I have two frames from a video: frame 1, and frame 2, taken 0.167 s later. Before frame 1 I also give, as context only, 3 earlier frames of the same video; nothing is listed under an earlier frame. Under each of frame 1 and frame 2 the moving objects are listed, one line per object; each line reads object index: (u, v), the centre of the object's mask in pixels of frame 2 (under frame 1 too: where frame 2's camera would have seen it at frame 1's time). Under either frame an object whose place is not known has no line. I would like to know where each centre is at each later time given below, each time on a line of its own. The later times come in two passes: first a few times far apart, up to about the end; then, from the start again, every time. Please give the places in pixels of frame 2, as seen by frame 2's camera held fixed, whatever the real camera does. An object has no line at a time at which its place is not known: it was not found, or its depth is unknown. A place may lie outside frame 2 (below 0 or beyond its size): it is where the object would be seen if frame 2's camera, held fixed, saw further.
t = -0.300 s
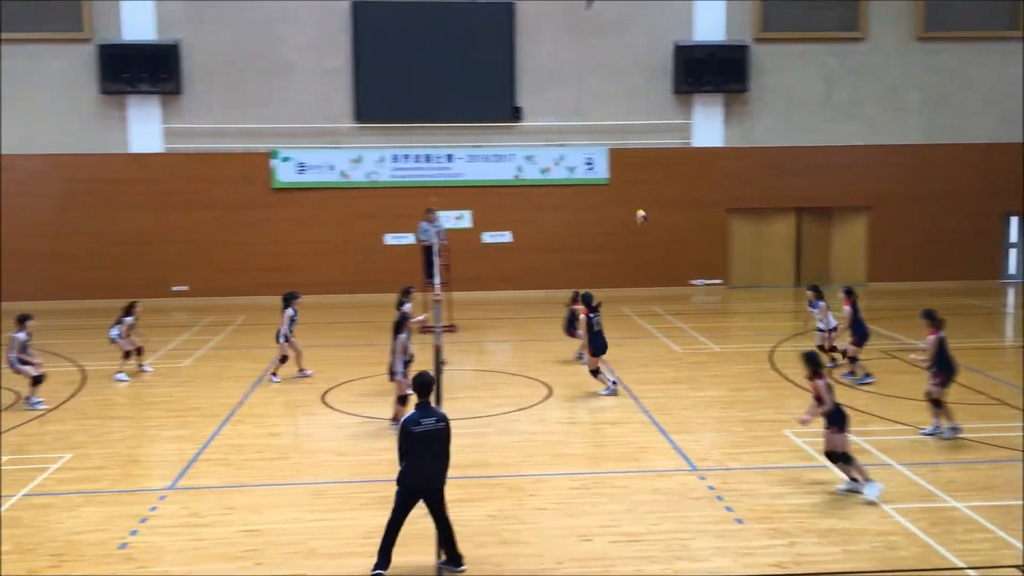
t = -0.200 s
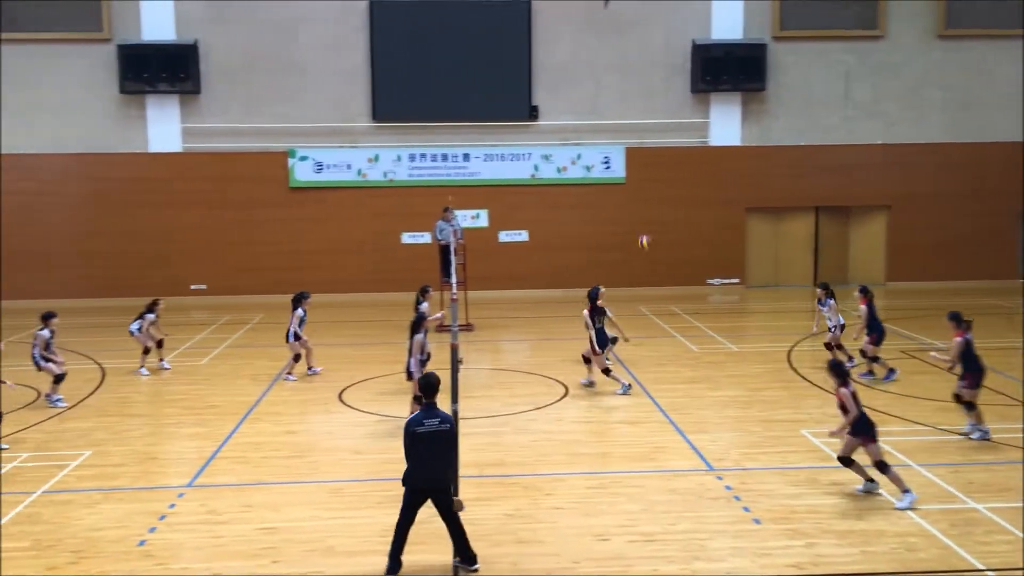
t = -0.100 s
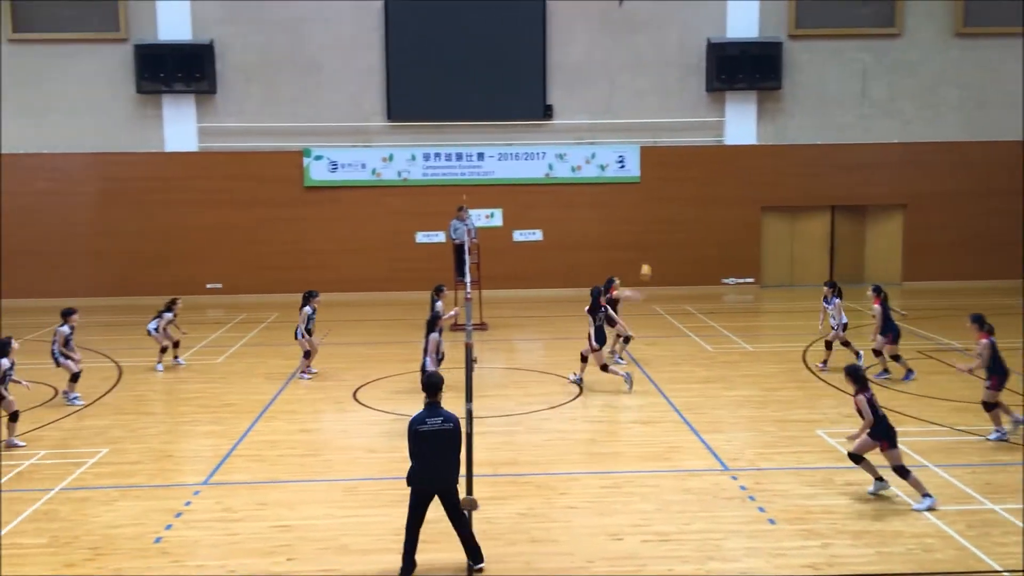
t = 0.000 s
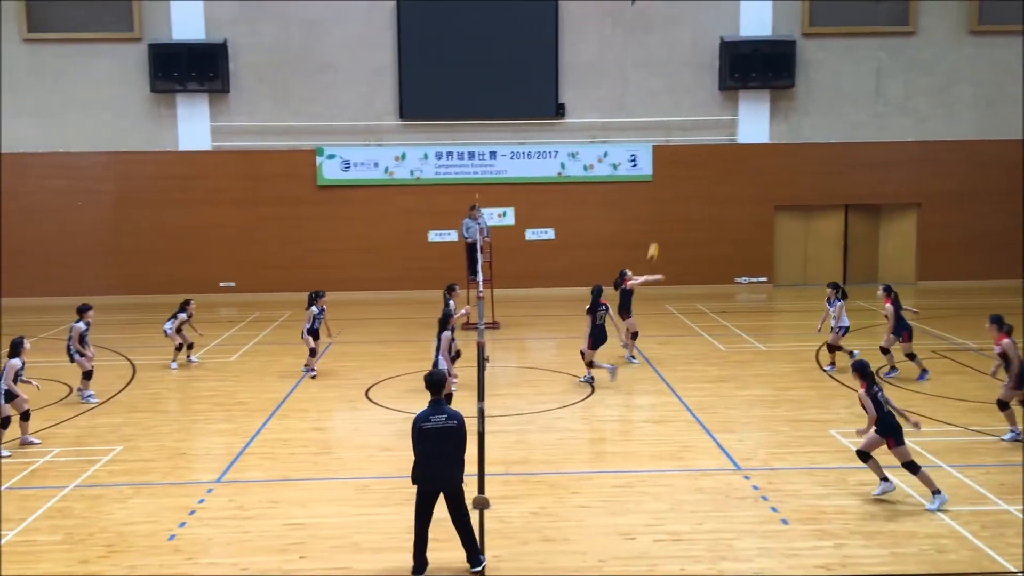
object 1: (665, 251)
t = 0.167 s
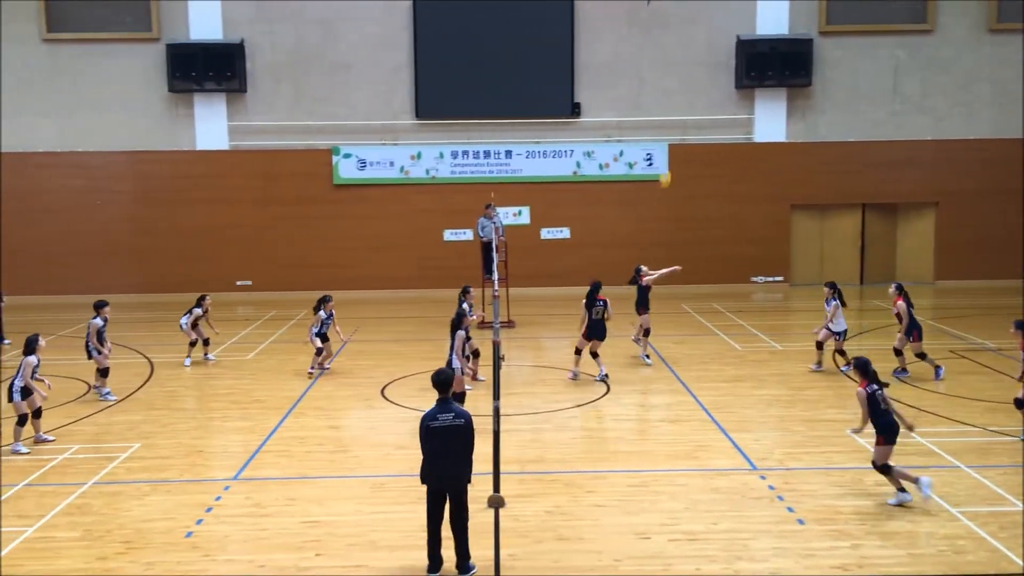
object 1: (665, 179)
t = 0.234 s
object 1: (665, 154)
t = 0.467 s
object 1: (661, 82)
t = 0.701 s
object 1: (656, 42)
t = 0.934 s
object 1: (649, 36)
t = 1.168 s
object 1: (642, 71)
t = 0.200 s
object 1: (665, 165)
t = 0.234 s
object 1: (665, 154)
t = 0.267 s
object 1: (664, 140)
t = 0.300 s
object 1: (664, 129)
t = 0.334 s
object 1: (664, 119)
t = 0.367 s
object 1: (664, 109)
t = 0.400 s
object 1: (663, 99)
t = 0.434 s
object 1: (663, 91)
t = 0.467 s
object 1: (661, 82)
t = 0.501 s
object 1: (661, 74)
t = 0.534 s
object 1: (660, 67)
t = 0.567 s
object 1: (659, 61)
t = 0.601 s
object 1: (658, 55)
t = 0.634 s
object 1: (657, 49)
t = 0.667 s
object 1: (657, 45)
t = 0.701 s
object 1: (656, 42)
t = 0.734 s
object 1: (656, 39)
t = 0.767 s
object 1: (654, 36)
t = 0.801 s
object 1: (654, 35)
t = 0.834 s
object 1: (653, 34)
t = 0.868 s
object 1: (652, 34)
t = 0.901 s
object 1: (650, 35)
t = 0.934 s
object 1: (649, 36)
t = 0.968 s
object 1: (648, 39)
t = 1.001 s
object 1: (647, 42)
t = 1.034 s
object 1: (646, 46)
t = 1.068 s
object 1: (645, 51)
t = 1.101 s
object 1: (644, 57)
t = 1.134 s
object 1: (643, 63)
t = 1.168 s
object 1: (642, 71)
